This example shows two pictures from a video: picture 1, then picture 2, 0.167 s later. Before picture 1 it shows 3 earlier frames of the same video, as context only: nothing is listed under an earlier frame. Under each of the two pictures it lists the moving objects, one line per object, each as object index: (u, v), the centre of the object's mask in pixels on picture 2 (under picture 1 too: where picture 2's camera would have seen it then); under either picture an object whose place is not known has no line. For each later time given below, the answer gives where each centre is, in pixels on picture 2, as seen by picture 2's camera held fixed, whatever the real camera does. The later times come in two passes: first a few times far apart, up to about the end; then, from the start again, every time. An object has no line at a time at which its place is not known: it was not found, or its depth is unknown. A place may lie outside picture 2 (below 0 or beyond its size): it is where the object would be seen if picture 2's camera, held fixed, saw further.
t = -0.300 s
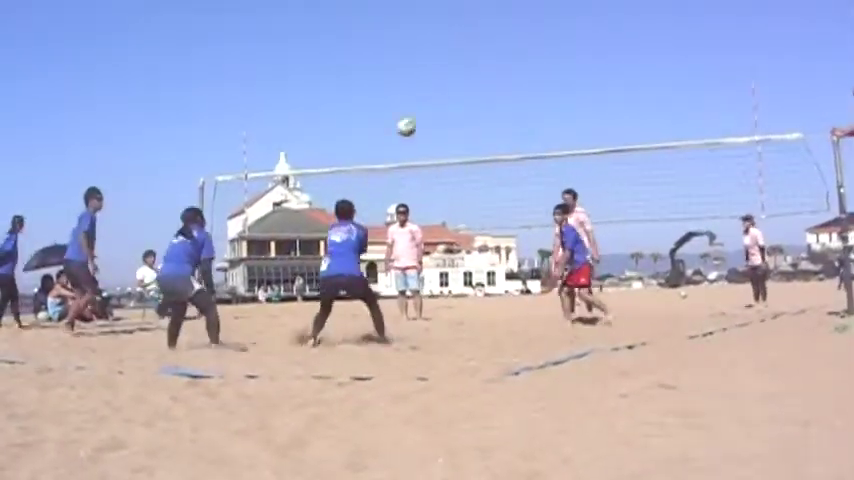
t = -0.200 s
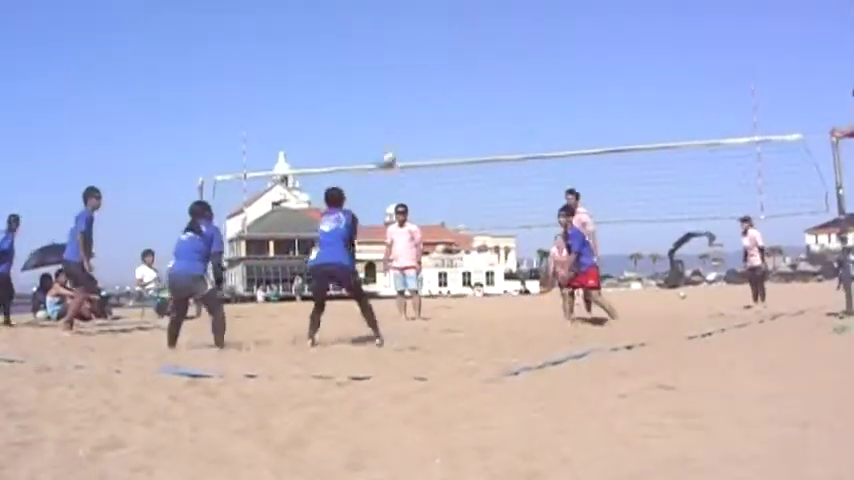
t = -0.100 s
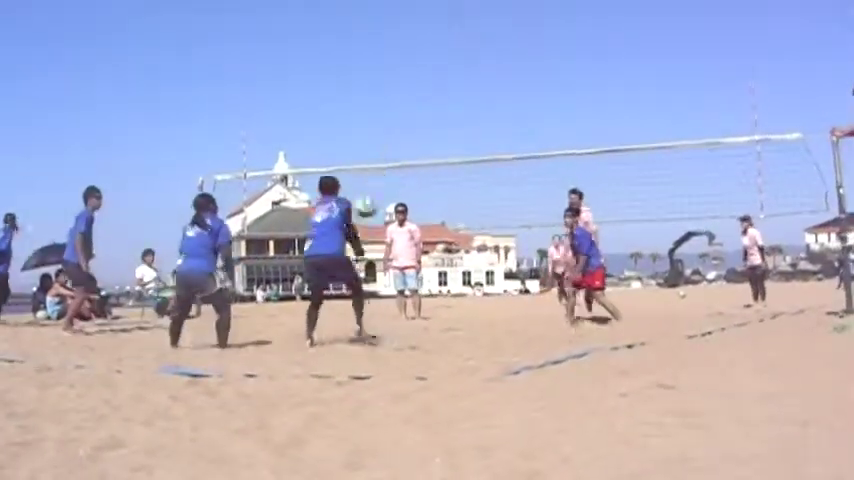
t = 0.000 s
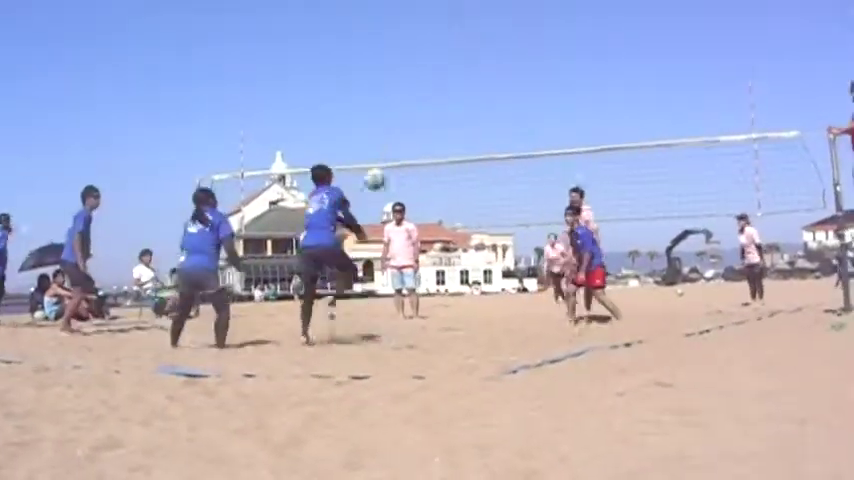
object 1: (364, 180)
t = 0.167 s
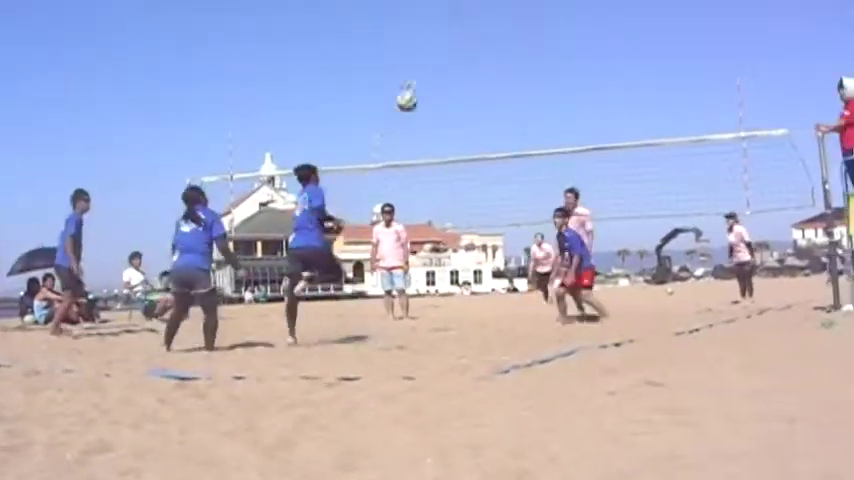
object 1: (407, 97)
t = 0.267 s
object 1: (432, 71)
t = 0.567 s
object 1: (504, 39)
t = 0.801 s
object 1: (560, 70)
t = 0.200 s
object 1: (414, 89)
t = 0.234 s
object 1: (424, 79)
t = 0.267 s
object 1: (432, 71)
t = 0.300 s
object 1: (441, 62)
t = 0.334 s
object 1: (448, 56)
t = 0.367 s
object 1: (457, 49)
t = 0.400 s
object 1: (465, 45)
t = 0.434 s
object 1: (473, 42)
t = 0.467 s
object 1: (482, 39)
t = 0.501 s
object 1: (489, 38)
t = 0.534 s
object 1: (497, 38)
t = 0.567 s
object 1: (504, 39)
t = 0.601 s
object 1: (512, 40)
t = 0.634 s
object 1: (519, 43)
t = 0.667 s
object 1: (527, 46)
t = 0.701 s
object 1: (535, 51)
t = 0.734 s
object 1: (543, 56)
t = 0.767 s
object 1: (550, 63)
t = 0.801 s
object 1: (560, 70)
